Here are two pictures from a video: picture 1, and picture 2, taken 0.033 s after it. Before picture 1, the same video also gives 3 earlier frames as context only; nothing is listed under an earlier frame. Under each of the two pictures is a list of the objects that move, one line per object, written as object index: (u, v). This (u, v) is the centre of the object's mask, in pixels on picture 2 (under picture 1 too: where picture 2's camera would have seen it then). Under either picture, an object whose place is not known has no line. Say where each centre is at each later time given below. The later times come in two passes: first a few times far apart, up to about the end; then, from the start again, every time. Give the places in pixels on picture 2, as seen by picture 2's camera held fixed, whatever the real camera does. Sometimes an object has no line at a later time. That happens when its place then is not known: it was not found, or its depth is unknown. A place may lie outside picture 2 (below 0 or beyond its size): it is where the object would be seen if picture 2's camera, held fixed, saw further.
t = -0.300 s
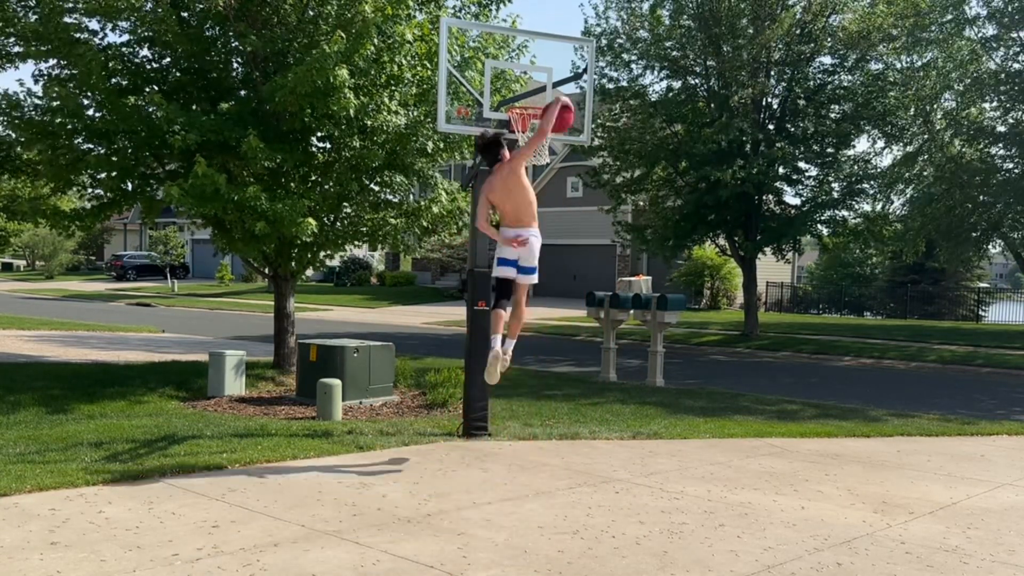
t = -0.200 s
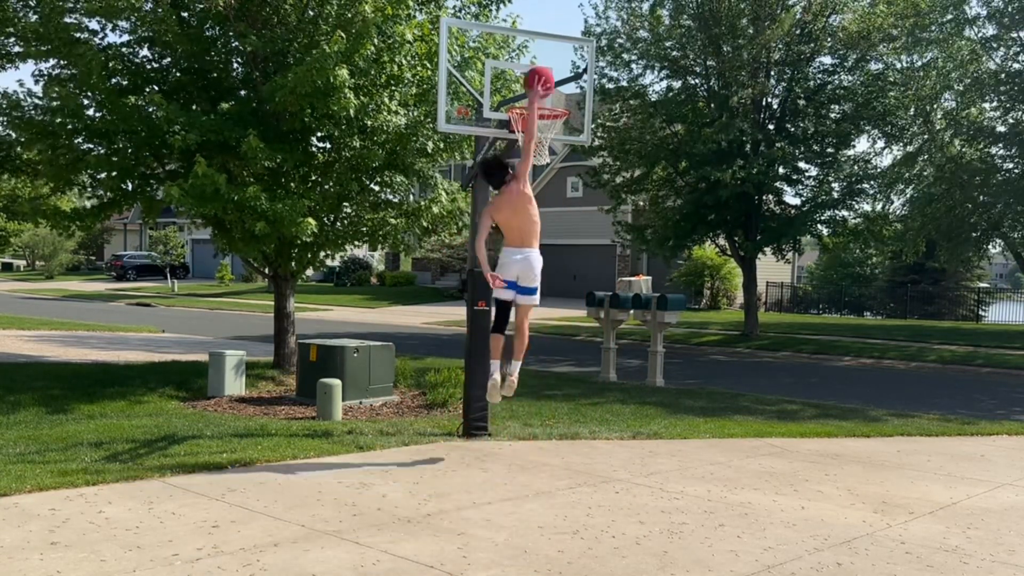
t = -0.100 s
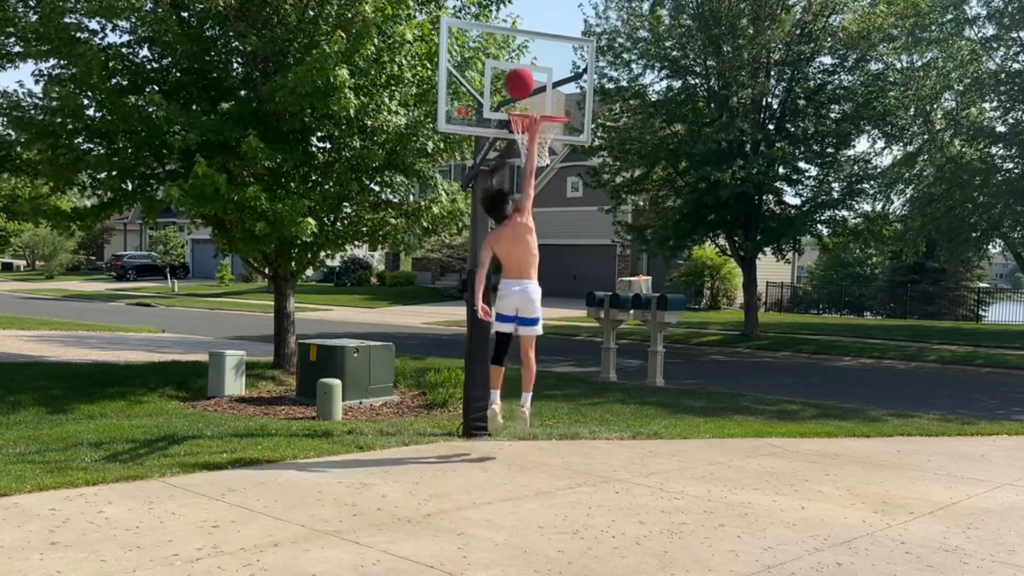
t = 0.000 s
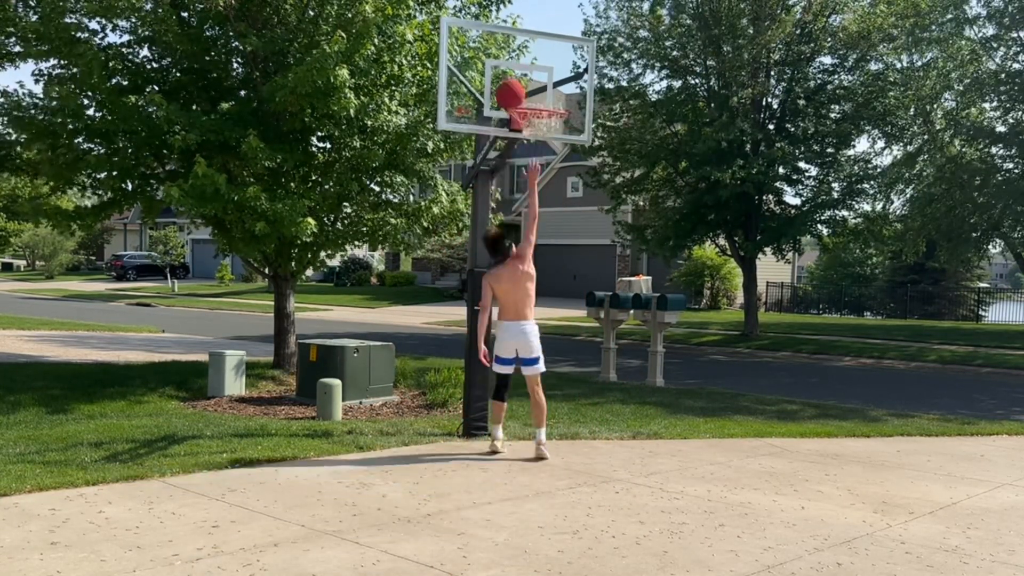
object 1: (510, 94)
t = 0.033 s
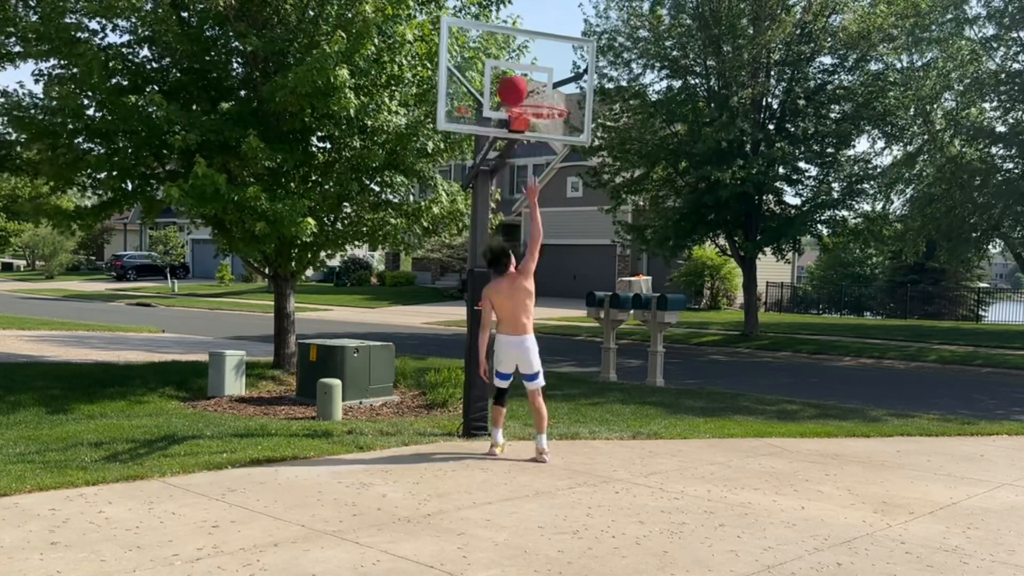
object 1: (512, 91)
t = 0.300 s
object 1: (528, 82)
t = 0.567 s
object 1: (542, 176)
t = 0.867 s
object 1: (556, 421)
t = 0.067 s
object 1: (514, 84)
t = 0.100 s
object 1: (516, 80)
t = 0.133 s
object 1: (518, 77)
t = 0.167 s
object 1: (521, 75)
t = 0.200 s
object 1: (522, 75)
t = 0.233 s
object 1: (524, 75)
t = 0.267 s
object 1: (527, 78)
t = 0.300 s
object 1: (528, 82)
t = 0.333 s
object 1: (530, 88)
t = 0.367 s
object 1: (532, 95)
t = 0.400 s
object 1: (534, 104)
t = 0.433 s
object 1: (535, 115)
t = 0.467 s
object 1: (537, 128)
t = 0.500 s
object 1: (538, 142)
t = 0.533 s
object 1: (540, 157)
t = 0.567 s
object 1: (542, 176)
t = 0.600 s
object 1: (544, 195)
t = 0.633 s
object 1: (546, 217)
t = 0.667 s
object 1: (547, 240)
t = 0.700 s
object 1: (549, 265)
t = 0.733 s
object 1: (550, 292)
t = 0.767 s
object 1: (552, 322)
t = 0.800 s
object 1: (553, 353)
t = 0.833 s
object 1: (555, 385)
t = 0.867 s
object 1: (556, 421)
